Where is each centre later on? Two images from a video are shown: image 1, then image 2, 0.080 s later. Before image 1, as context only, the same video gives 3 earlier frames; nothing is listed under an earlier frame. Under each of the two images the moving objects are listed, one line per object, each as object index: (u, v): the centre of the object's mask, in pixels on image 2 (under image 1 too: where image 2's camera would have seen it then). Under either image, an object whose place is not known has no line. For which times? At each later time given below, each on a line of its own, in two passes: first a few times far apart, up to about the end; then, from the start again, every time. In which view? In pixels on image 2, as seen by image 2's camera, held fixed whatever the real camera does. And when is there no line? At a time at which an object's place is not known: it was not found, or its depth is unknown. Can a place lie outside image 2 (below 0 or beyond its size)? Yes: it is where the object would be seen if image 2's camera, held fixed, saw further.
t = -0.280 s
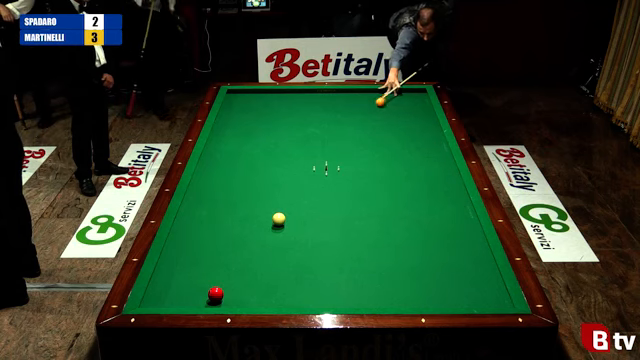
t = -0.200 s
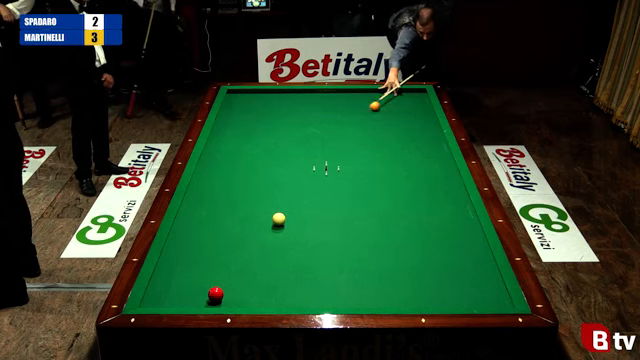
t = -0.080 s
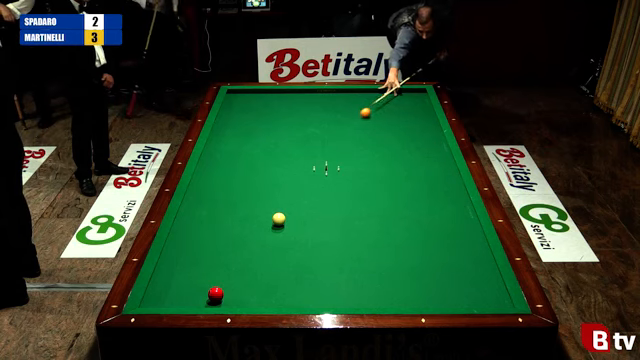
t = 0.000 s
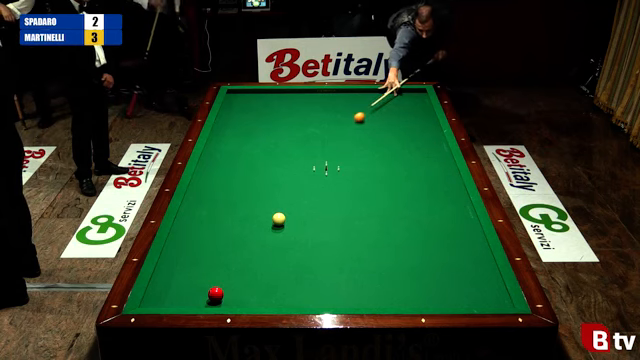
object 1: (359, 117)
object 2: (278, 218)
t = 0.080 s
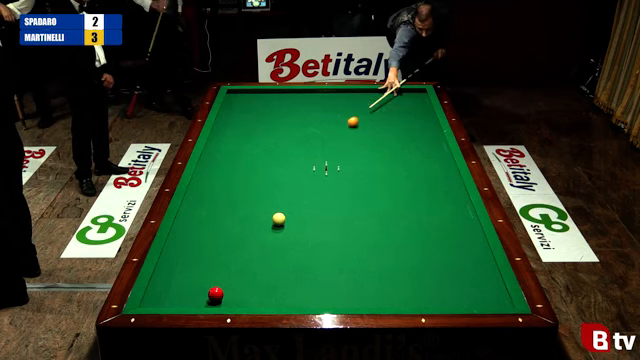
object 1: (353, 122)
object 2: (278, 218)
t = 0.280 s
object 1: (336, 134)
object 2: (278, 218)
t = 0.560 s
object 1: (309, 154)
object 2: (278, 218)
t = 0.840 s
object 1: (280, 176)
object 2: (278, 218)
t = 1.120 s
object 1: (247, 200)
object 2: (278, 218)
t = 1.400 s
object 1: (209, 228)
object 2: (278, 218)
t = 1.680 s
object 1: (166, 260)
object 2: (278, 218)
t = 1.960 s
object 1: (172, 290)
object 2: (278, 218)
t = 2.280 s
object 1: (191, 292)
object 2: (278, 218)
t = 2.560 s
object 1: (212, 273)
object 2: (278, 218)
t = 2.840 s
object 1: (230, 258)
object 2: (278, 218)
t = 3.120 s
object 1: (247, 243)
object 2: (278, 219)
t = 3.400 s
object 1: (263, 230)
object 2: (278, 219)
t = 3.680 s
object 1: (268, 222)
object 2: (286, 215)
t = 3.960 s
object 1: (267, 218)
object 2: (297, 209)
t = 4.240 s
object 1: (266, 214)
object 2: (307, 204)
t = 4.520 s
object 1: (264, 211)
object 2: (317, 199)
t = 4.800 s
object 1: (264, 208)
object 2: (326, 194)
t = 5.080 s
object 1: (263, 205)
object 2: (334, 190)
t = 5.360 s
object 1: (263, 203)
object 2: (342, 187)
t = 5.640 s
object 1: (262, 201)
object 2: (349, 183)
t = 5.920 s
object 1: (262, 200)
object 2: (356, 180)
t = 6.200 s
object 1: (263, 199)
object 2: (362, 178)
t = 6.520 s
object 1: (263, 198)
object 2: (368, 174)
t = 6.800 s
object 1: (263, 198)
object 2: (374, 172)
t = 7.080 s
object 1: (263, 198)
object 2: (378, 170)
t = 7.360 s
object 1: (263, 198)
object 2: (383, 168)
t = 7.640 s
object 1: (263, 198)
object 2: (386, 166)
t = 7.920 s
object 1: (263, 198)
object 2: (390, 164)
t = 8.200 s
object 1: (263, 198)
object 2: (393, 163)
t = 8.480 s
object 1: (263, 198)
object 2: (395, 162)
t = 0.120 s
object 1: (349, 124)
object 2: (278, 218)
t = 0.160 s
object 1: (346, 127)
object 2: (278, 219)
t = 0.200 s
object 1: (343, 129)
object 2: (278, 219)
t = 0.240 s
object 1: (339, 132)
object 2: (278, 219)
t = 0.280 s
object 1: (336, 134)
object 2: (278, 218)
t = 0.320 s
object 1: (332, 137)
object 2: (278, 218)
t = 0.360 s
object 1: (328, 140)
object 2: (278, 218)
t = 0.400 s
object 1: (325, 142)
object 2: (278, 218)
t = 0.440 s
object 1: (321, 145)
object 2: (278, 219)
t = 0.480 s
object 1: (317, 148)
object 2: (278, 219)
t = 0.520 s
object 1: (313, 151)
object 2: (278, 218)
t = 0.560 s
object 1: (309, 154)
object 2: (278, 218)
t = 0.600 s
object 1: (305, 157)
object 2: (278, 219)
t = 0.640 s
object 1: (301, 160)
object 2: (278, 219)
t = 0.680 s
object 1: (297, 163)
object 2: (278, 218)
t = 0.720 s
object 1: (293, 166)
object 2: (278, 218)
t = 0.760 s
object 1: (289, 169)
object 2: (279, 218)
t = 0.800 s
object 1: (285, 172)
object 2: (278, 218)
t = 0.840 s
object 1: (280, 176)
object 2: (278, 218)
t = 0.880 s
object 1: (276, 179)
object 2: (279, 218)
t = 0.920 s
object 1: (271, 182)
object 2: (278, 218)
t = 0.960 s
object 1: (266, 186)
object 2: (278, 219)
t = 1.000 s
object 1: (262, 189)
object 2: (278, 219)
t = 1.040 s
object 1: (257, 193)
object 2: (278, 219)
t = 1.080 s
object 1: (252, 196)
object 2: (278, 218)
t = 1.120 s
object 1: (247, 200)
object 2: (278, 218)
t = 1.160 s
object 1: (241, 204)
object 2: (278, 218)
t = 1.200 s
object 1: (236, 208)
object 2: (278, 218)
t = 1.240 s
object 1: (231, 212)
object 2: (278, 218)
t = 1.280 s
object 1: (226, 216)
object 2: (278, 218)
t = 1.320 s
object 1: (220, 220)
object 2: (278, 218)
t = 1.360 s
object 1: (215, 224)
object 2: (278, 218)
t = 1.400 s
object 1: (209, 228)
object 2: (278, 218)
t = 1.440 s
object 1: (203, 232)
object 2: (278, 218)
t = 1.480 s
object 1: (197, 237)
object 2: (278, 218)
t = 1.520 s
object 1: (191, 241)
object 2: (278, 219)
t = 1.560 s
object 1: (185, 245)
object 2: (278, 218)
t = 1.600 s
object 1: (179, 250)
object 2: (278, 218)
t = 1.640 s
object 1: (172, 255)
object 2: (278, 218)
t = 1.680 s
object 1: (166, 260)
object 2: (278, 218)
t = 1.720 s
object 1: (166, 264)
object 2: (278, 218)
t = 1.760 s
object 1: (167, 269)
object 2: (278, 218)
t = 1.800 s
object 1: (168, 273)
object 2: (278, 218)
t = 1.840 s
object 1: (169, 277)
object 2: (278, 218)
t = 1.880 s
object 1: (170, 282)
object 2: (278, 218)
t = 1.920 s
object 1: (171, 286)
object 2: (278, 218)
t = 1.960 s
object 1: (172, 290)
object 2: (278, 218)
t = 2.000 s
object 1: (173, 295)
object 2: (278, 218)
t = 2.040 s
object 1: (174, 298)
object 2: (278, 218)
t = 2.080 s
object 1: (175, 301)
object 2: (278, 218)
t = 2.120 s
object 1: (178, 301)
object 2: (278, 218)
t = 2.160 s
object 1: (181, 299)
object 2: (278, 218)
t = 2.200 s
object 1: (185, 297)
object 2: (278, 218)
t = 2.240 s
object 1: (188, 295)
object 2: (278, 218)
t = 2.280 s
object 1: (191, 292)
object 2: (278, 218)
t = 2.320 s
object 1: (194, 289)
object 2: (278, 218)
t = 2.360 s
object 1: (197, 286)
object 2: (278, 218)
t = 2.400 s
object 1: (200, 284)
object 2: (278, 218)
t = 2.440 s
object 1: (203, 281)
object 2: (278, 218)
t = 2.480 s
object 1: (206, 279)
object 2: (278, 218)
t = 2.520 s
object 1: (209, 277)
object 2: (278, 218)
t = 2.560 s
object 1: (212, 273)
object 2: (278, 218)
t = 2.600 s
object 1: (214, 272)
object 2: (278, 218)
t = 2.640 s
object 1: (217, 269)
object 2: (278, 218)
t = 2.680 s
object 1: (220, 267)
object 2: (278, 218)
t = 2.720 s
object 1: (222, 265)
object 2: (278, 218)
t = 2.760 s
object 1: (225, 262)
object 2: (278, 218)
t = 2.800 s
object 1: (228, 260)
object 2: (278, 218)
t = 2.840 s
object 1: (230, 258)
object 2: (278, 218)
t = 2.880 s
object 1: (233, 255)
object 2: (278, 218)
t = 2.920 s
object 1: (235, 254)
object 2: (278, 218)
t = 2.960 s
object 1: (238, 251)
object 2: (278, 218)
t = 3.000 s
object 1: (240, 249)
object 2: (278, 218)
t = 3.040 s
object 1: (243, 247)
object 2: (279, 218)
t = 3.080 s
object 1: (245, 245)
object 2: (278, 219)
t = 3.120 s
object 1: (247, 243)
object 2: (278, 219)
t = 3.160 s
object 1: (249, 241)
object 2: (278, 219)
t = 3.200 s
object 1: (252, 239)
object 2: (278, 219)
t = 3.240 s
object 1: (254, 237)
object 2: (278, 219)
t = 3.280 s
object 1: (256, 235)
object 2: (278, 219)
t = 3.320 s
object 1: (259, 233)
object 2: (278, 219)
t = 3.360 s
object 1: (261, 231)
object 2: (278, 219)
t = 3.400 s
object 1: (263, 230)
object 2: (278, 219)
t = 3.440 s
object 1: (265, 228)
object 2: (278, 219)
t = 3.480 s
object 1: (267, 226)
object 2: (279, 218)
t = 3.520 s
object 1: (268, 225)
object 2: (279, 218)
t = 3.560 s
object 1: (269, 224)
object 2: (281, 218)
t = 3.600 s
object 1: (269, 223)
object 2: (283, 216)
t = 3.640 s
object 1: (268, 222)
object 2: (284, 216)
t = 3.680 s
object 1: (268, 222)
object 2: (286, 215)
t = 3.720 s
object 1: (268, 222)
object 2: (288, 214)
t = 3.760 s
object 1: (268, 220)
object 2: (289, 213)
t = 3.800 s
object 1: (268, 220)
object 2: (291, 212)
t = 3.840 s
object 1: (267, 219)
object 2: (293, 211)
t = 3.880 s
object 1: (267, 219)
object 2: (294, 211)
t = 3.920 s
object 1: (267, 218)
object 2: (295, 210)
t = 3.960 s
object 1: (267, 218)
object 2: (297, 209)
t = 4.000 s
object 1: (267, 217)
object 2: (299, 208)
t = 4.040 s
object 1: (266, 217)
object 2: (300, 207)
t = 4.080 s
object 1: (266, 216)
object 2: (302, 207)
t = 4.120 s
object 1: (266, 216)
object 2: (303, 206)
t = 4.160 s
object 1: (266, 215)
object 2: (305, 205)
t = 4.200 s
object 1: (266, 215)
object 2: (306, 205)
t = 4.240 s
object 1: (266, 214)
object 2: (307, 204)
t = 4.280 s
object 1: (265, 213)
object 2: (309, 203)
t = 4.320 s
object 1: (265, 213)
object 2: (311, 202)
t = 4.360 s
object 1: (265, 213)
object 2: (312, 202)
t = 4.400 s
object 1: (265, 212)
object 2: (313, 201)
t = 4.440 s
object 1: (265, 212)
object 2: (314, 200)
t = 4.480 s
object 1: (265, 211)
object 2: (316, 200)
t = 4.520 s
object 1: (264, 211)
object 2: (317, 199)
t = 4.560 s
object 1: (264, 210)
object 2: (318, 198)
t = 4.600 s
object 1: (264, 210)
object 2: (320, 198)
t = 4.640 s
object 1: (264, 209)
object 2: (321, 197)
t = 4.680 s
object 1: (264, 209)
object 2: (322, 196)
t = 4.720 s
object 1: (264, 208)
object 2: (324, 196)
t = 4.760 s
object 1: (264, 208)
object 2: (325, 195)
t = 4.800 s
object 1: (264, 208)
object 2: (326, 194)
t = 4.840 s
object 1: (263, 207)
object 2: (327, 194)
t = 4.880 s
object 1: (264, 207)
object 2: (329, 193)
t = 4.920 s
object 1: (263, 206)
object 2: (330, 193)
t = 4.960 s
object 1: (263, 206)
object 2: (331, 192)
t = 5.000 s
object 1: (263, 206)
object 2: (332, 192)
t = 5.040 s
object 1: (263, 205)
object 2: (333, 191)
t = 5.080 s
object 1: (263, 205)
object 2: (334, 190)
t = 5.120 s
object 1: (263, 204)
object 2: (335, 190)
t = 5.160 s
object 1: (263, 204)
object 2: (336, 189)
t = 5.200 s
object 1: (263, 204)
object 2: (338, 189)
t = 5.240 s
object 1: (263, 203)
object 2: (339, 188)
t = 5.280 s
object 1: (263, 203)
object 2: (340, 188)
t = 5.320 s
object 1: (263, 203)
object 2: (341, 187)
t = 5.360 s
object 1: (263, 203)
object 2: (342, 187)
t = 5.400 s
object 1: (262, 202)
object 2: (343, 186)
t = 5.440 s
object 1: (262, 202)
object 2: (344, 186)
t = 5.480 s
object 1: (263, 202)
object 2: (345, 185)
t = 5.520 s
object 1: (262, 202)
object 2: (346, 185)
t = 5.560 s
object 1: (262, 201)
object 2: (347, 184)
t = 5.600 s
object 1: (262, 201)
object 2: (348, 184)
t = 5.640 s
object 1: (262, 201)
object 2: (349, 183)
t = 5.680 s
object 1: (262, 200)
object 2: (350, 183)
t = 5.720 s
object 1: (262, 200)
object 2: (351, 182)
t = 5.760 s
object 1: (262, 200)
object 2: (352, 182)
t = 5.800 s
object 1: (262, 200)
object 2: (353, 182)
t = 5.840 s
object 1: (262, 200)
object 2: (354, 181)
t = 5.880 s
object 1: (262, 200)
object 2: (355, 181)
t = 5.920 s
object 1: (262, 200)
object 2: (356, 180)
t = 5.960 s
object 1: (262, 199)
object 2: (357, 180)
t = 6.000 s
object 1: (262, 199)
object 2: (358, 179)
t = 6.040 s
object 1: (262, 199)
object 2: (358, 179)
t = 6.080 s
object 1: (263, 199)
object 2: (359, 179)
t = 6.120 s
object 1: (263, 199)
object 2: (360, 178)
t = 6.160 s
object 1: (263, 199)
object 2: (361, 178)
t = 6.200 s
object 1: (263, 199)
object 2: (362, 178)
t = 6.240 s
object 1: (263, 198)
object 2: (363, 177)
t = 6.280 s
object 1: (263, 198)
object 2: (364, 177)
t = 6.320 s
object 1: (263, 198)
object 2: (364, 176)
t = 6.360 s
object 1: (263, 198)
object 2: (365, 176)
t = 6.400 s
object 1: (263, 198)
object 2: (366, 175)
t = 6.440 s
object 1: (263, 198)
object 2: (367, 175)
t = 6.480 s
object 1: (263, 198)
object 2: (368, 175)
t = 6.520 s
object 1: (263, 198)
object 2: (368, 174)
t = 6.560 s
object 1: (263, 198)
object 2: (369, 174)
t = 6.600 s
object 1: (263, 198)
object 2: (370, 174)
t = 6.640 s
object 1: (263, 198)
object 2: (371, 173)
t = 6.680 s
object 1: (263, 198)
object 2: (371, 173)
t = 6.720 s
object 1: (263, 198)
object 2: (372, 173)
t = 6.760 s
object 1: (263, 198)
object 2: (373, 172)
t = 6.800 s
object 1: (263, 198)
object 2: (374, 172)
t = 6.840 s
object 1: (263, 198)
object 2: (374, 172)
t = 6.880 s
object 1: (263, 198)
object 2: (375, 171)
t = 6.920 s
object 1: (263, 198)
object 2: (376, 171)
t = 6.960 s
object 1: (263, 198)
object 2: (376, 171)
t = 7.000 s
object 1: (263, 198)
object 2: (377, 170)
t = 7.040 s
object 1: (263, 198)
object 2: (378, 170)
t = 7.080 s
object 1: (263, 198)
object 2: (378, 170)
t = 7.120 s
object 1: (263, 198)
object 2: (379, 169)
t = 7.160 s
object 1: (263, 198)
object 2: (380, 169)
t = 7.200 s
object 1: (263, 198)
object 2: (380, 169)
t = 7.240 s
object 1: (263, 198)
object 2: (381, 169)
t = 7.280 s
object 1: (263, 198)
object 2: (381, 168)
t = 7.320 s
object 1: (263, 198)
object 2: (382, 168)
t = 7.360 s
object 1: (263, 198)
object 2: (383, 168)
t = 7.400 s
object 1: (263, 198)
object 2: (383, 168)
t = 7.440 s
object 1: (263, 198)
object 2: (384, 167)
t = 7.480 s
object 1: (263, 198)
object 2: (384, 167)
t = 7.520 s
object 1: (263, 198)
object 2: (385, 167)
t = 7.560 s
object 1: (263, 198)
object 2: (385, 166)
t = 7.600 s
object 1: (263, 198)
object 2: (386, 166)
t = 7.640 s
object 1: (263, 198)
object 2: (386, 166)
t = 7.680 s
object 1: (263, 198)
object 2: (387, 166)
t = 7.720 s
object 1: (263, 198)
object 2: (387, 166)
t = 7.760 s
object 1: (263, 198)
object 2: (388, 165)
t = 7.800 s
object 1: (263, 198)
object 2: (388, 165)
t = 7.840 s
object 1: (263, 198)
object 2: (389, 165)
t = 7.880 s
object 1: (263, 198)
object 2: (389, 165)
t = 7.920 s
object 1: (263, 198)
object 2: (390, 164)
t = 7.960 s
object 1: (263, 198)
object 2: (390, 164)
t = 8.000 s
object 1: (263, 198)
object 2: (391, 164)
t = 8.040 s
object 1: (263, 198)
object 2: (391, 164)
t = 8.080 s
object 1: (263, 198)
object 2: (391, 163)
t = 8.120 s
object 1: (263, 198)
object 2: (392, 163)
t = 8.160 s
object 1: (263, 198)
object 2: (392, 163)
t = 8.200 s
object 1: (263, 198)
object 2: (393, 163)
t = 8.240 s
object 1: (263, 198)
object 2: (393, 163)
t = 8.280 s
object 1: (263, 198)
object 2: (393, 163)
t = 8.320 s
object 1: (263, 198)
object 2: (394, 163)
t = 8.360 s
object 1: (263, 198)
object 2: (394, 162)
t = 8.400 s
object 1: (263, 198)
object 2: (394, 162)
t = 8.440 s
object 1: (263, 198)
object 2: (395, 162)
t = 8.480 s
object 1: (263, 198)
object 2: (395, 162)
